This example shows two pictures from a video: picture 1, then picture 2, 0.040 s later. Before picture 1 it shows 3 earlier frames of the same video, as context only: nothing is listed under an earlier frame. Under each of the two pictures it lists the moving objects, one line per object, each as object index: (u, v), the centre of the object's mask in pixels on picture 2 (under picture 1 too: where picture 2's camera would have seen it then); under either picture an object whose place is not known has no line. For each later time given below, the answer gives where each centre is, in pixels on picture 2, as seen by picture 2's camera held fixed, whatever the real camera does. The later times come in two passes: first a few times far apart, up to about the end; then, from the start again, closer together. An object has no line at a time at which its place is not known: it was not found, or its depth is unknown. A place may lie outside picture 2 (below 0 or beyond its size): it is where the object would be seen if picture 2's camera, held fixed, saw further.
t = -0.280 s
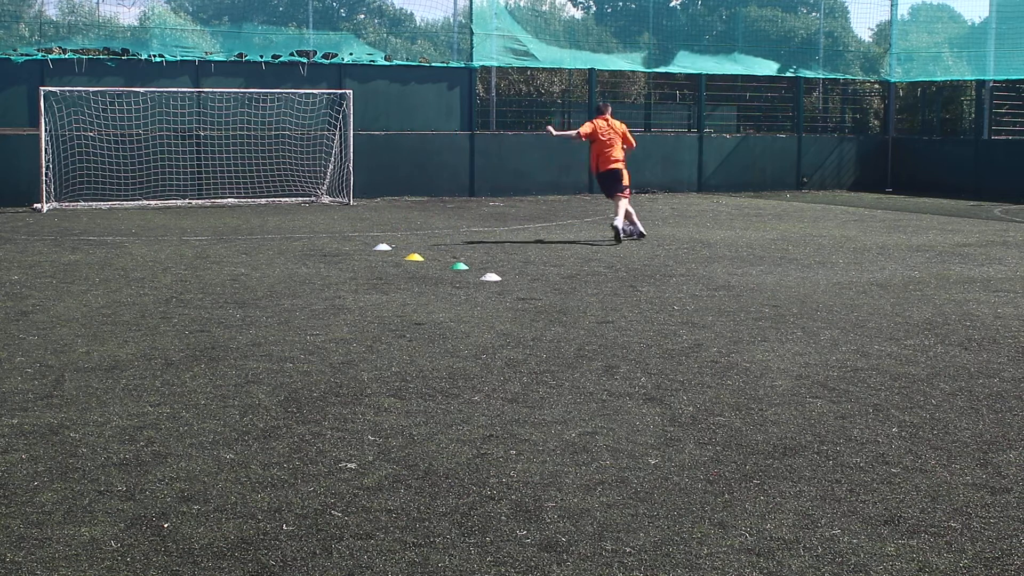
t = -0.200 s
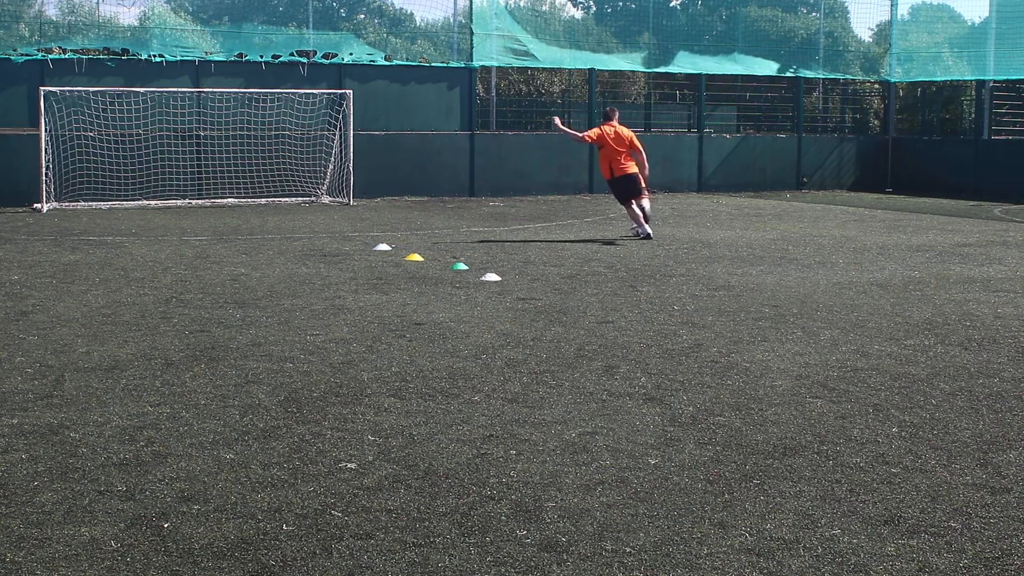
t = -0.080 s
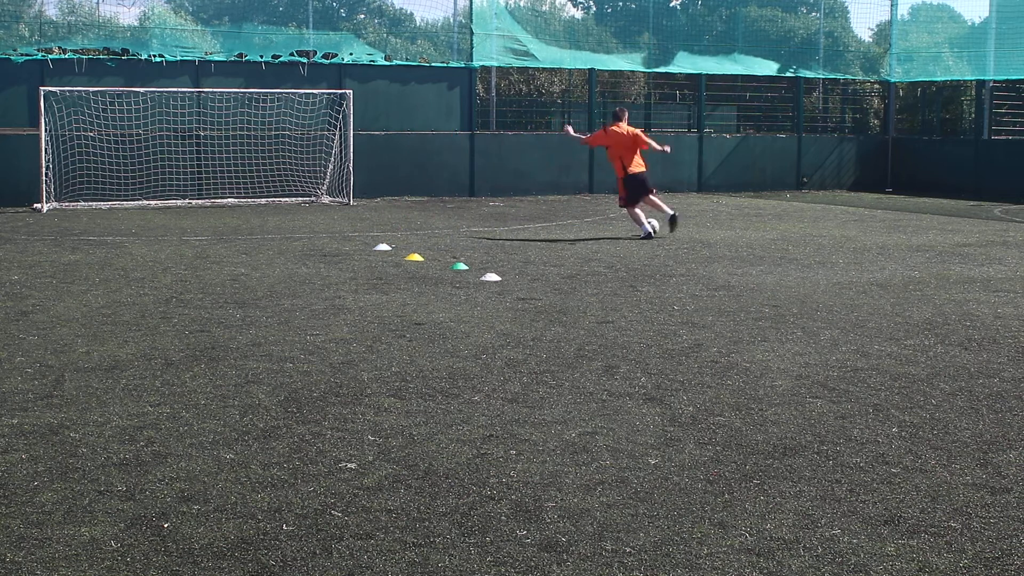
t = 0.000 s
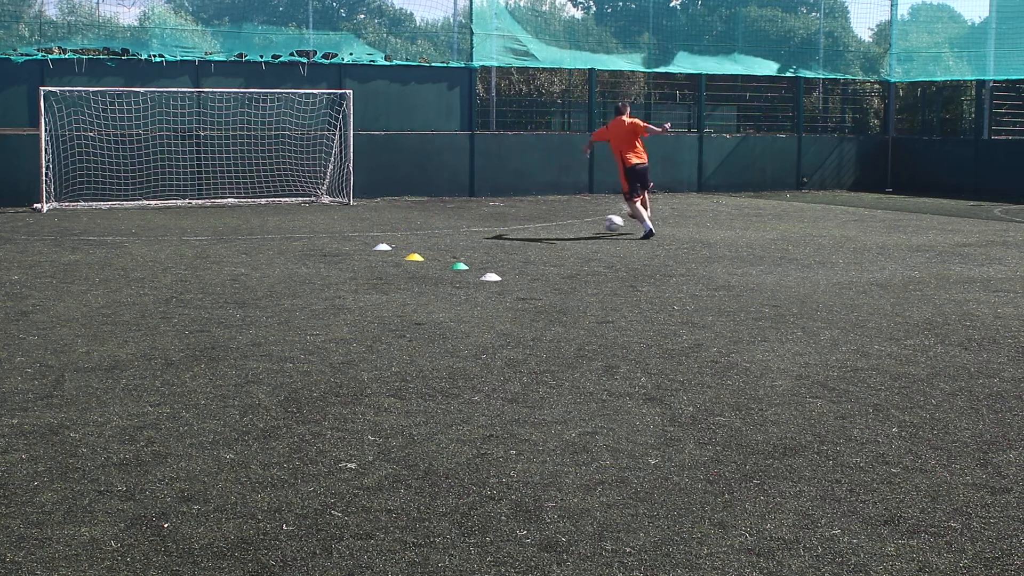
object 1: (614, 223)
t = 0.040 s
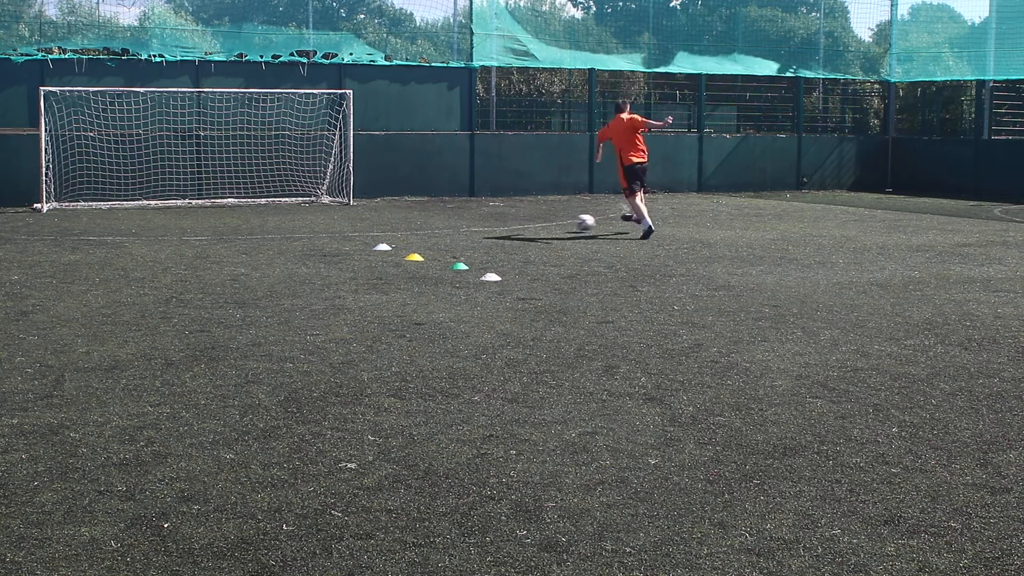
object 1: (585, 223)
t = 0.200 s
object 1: (486, 218)
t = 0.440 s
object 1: (369, 215)
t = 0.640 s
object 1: (296, 213)
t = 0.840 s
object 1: (232, 211)
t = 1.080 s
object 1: (161, 208)
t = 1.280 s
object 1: (107, 206)
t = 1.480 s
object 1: (55, 204)
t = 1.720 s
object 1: (41, 174)
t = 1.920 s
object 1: (60, 175)
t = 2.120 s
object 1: (83, 199)
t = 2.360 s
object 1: (89, 191)
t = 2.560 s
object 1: (94, 200)
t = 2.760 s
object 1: (100, 202)
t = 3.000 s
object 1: (105, 202)
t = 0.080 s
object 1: (558, 223)
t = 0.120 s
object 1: (533, 221)
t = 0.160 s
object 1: (510, 218)
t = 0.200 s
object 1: (486, 218)
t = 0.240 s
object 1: (463, 219)
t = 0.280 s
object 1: (443, 217)
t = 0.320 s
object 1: (424, 215)
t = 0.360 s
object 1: (406, 214)
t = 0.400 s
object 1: (388, 214)
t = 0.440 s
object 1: (369, 215)
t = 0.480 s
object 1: (354, 214)
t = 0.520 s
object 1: (339, 211)
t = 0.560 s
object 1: (324, 211)
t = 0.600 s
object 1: (310, 211)
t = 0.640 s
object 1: (296, 213)
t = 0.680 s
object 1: (283, 211)
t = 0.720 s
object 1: (270, 209)
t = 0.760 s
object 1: (257, 210)
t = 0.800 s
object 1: (245, 210)
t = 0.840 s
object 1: (232, 211)
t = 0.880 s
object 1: (220, 209)
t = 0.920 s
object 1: (208, 207)
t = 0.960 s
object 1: (196, 207)
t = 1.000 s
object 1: (185, 208)
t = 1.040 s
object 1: (173, 210)
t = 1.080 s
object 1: (161, 208)
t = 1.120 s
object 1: (151, 206)
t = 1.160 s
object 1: (139, 206)
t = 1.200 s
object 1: (128, 207)
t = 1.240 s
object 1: (117, 207)
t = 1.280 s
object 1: (107, 206)
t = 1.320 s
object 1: (97, 206)
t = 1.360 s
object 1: (86, 205)
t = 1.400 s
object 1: (76, 205)
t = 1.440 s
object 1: (65, 204)
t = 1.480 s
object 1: (55, 204)
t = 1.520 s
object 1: (49, 202)
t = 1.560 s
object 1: (44, 194)
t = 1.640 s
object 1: (38, 183)
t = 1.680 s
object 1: (38, 178)
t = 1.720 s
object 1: (41, 174)
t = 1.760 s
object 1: (46, 174)
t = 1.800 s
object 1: (50, 171)
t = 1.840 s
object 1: (52, 172)
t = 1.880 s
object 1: (56, 173)
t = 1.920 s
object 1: (60, 175)
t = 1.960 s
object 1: (65, 179)
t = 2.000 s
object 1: (69, 182)
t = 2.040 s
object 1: (74, 187)
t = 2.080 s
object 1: (79, 193)
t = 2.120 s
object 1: (83, 199)
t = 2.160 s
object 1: (86, 200)
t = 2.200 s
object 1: (87, 196)
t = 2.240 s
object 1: (87, 194)
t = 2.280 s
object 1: (87, 191)
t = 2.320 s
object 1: (89, 190)
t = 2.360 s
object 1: (89, 191)
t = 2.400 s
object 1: (90, 192)
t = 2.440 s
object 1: (91, 195)
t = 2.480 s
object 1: (93, 199)
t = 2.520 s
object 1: (94, 202)
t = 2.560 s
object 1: (94, 200)
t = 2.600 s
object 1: (96, 198)
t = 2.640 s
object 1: (97, 197)
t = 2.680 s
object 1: (98, 198)
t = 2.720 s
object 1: (99, 199)
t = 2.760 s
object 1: (100, 202)
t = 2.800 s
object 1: (101, 202)
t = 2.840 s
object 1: (102, 201)
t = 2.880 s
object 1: (103, 201)
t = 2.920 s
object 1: (104, 201)
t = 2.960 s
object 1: (104, 201)
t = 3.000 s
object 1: (105, 202)
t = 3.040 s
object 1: (106, 202)
